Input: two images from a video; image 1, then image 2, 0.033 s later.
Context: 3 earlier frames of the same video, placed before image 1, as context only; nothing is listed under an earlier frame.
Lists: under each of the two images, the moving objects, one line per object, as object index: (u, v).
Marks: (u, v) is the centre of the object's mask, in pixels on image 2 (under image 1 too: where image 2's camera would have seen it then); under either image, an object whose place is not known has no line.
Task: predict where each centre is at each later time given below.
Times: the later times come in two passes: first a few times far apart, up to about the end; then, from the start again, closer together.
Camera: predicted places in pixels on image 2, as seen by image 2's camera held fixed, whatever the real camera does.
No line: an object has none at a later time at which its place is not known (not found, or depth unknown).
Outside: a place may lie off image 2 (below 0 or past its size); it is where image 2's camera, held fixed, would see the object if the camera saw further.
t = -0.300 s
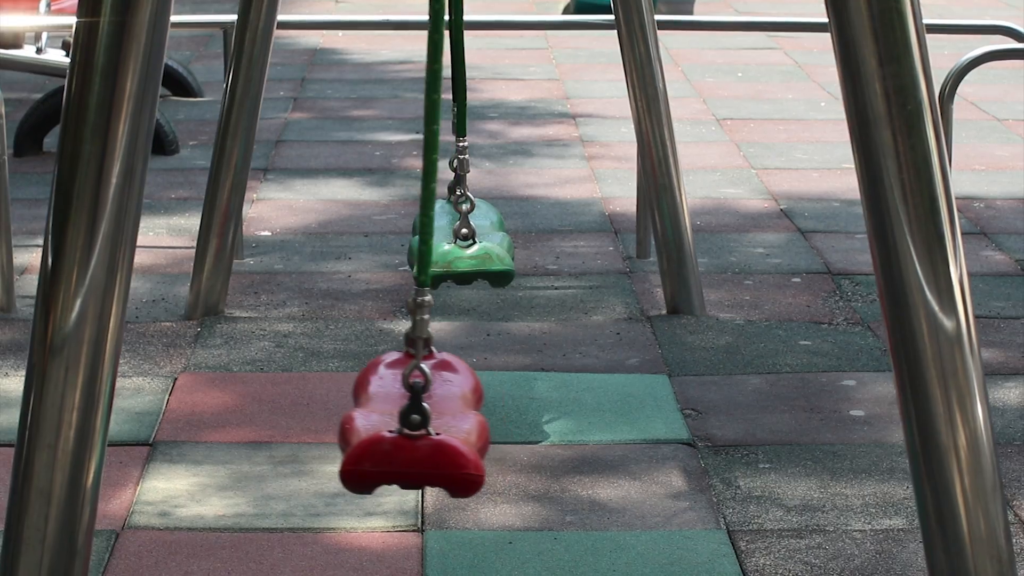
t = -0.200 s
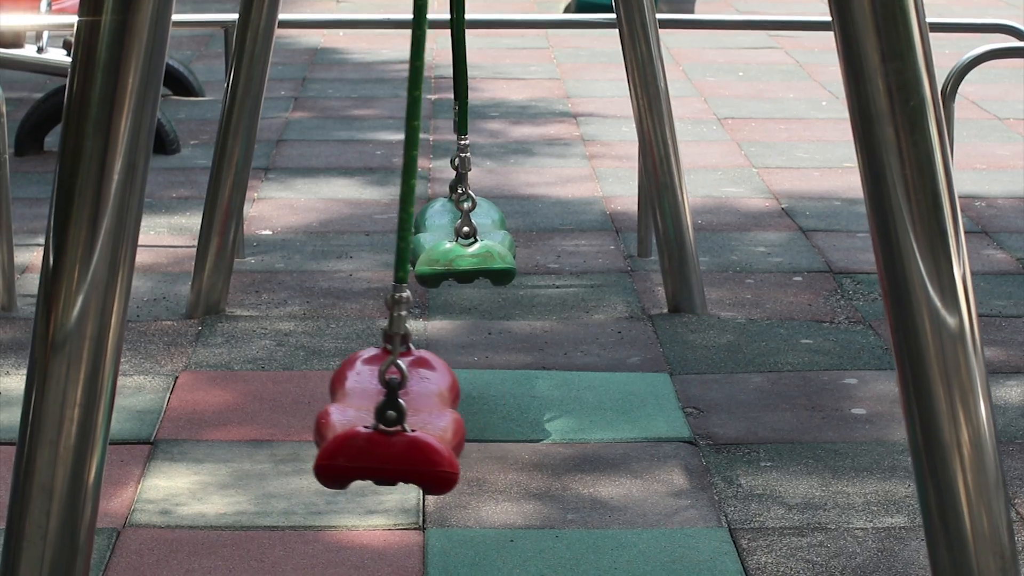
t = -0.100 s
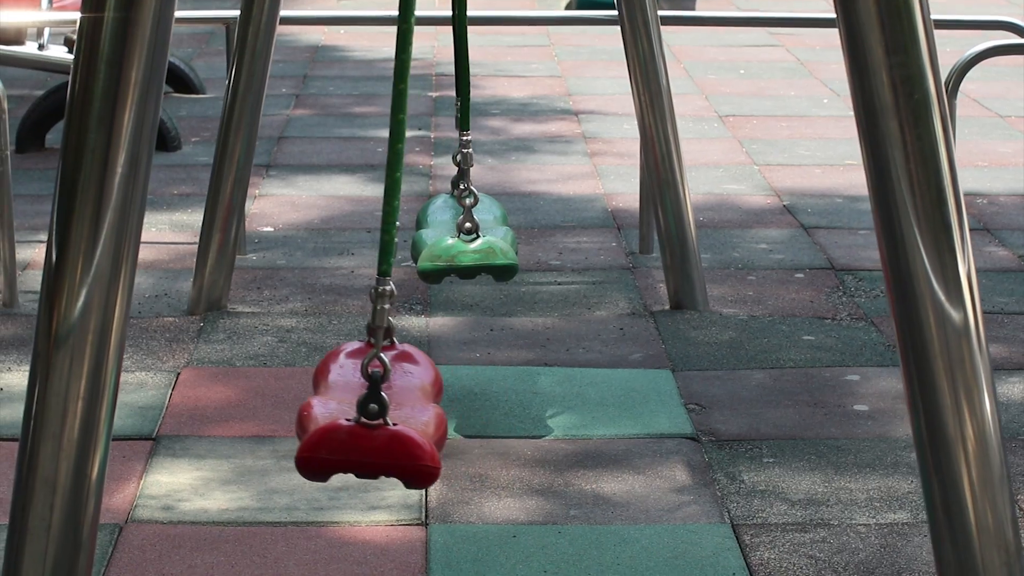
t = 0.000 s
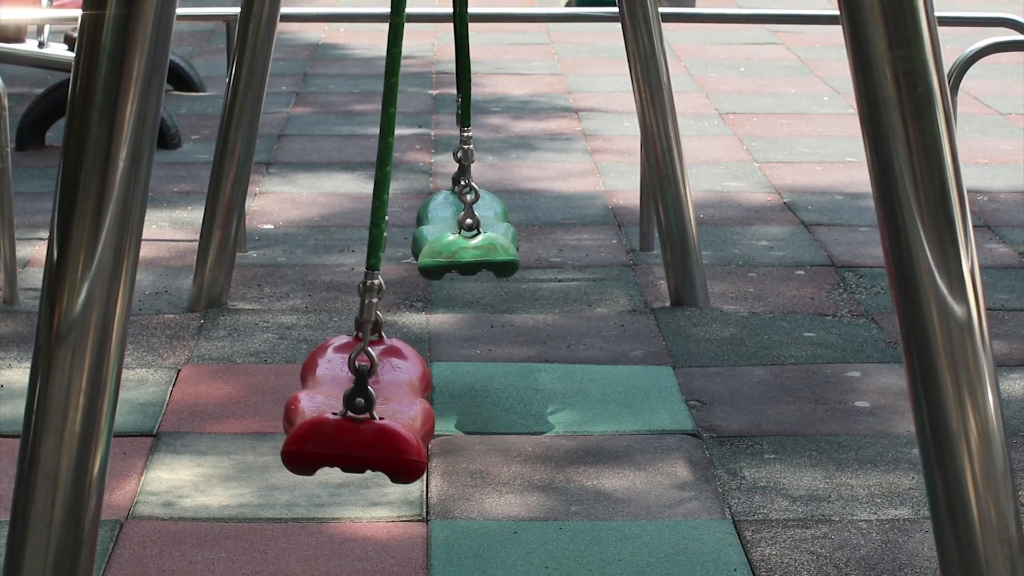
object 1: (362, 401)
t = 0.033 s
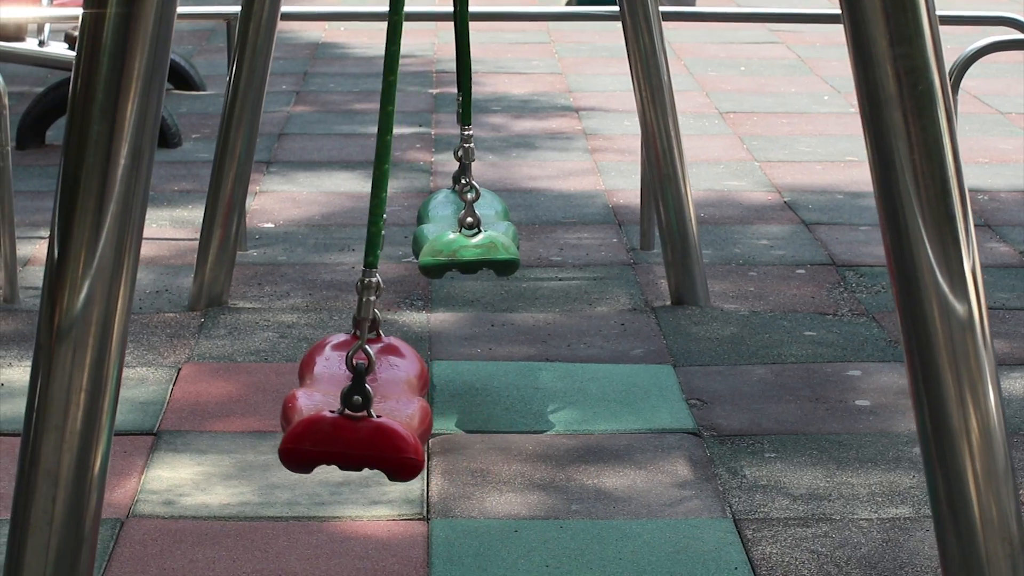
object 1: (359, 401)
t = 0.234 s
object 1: (357, 401)
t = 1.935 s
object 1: (520, 402)
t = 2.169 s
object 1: (450, 406)
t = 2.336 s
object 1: (405, 405)
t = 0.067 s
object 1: (357, 401)
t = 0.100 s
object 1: (355, 400)
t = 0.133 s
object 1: (355, 401)
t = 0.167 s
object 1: (355, 401)
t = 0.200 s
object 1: (356, 401)
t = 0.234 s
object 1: (357, 401)
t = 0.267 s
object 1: (360, 401)
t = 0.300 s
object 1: (363, 402)
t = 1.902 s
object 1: (529, 402)
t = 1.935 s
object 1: (520, 402)
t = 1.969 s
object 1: (510, 403)
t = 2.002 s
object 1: (500, 403)
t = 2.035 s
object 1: (490, 404)
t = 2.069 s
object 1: (480, 404)
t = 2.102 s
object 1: (470, 405)
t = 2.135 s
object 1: (460, 405)
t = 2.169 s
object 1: (450, 406)
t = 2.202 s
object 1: (441, 406)
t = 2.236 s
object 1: (431, 406)
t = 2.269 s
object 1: (422, 406)
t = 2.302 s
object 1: (413, 405)
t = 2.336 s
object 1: (405, 405)
